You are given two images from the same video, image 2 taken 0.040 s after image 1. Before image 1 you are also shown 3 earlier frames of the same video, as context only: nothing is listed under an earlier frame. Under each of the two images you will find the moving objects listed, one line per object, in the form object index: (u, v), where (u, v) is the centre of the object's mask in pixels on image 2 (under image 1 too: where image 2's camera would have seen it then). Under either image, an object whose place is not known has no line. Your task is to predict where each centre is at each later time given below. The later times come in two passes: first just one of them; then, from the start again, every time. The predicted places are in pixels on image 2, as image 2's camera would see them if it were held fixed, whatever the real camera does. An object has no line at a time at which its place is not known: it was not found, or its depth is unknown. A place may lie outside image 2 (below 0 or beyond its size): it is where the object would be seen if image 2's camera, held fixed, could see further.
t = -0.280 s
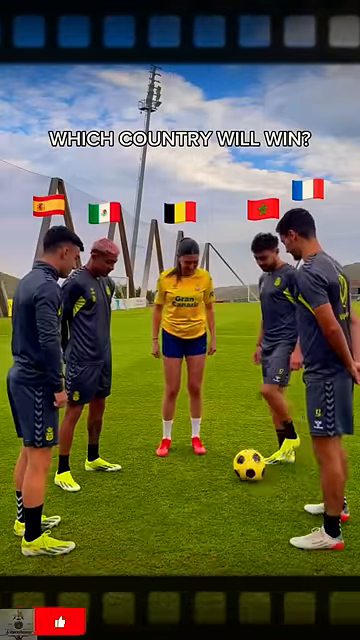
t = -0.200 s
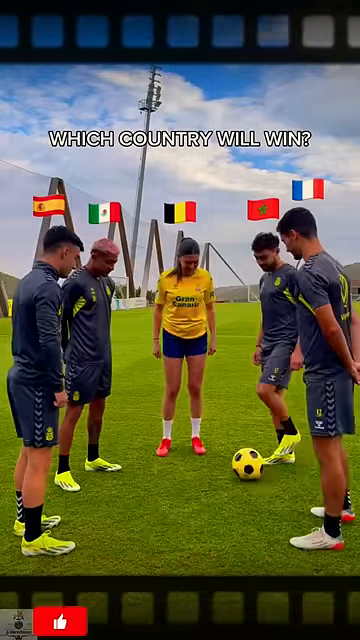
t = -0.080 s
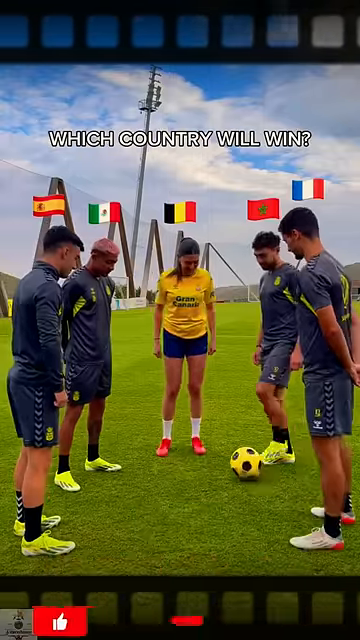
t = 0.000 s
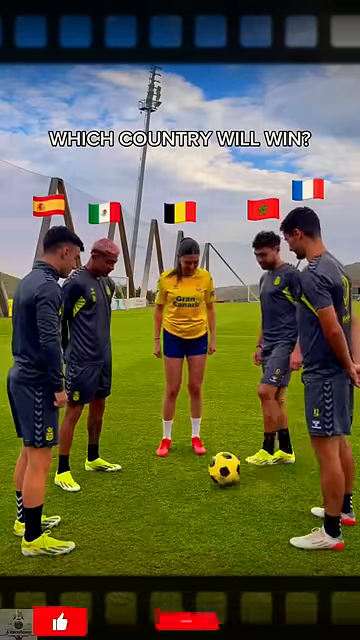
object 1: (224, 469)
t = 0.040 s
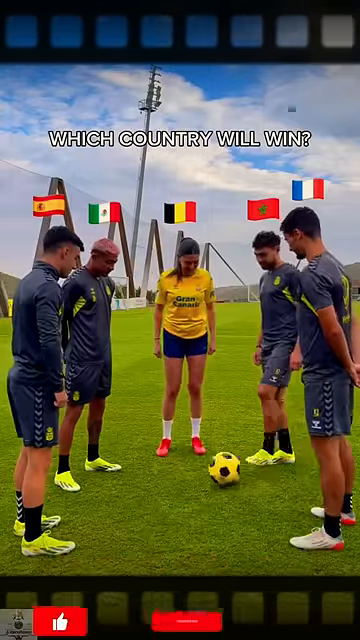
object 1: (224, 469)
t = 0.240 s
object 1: (150, 490)
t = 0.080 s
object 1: (211, 472)
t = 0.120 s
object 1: (189, 479)
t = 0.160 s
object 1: (176, 483)
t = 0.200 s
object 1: (163, 486)
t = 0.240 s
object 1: (150, 490)
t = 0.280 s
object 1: (138, 495)
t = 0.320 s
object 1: (119, 500)
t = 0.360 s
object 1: (107, 503)
